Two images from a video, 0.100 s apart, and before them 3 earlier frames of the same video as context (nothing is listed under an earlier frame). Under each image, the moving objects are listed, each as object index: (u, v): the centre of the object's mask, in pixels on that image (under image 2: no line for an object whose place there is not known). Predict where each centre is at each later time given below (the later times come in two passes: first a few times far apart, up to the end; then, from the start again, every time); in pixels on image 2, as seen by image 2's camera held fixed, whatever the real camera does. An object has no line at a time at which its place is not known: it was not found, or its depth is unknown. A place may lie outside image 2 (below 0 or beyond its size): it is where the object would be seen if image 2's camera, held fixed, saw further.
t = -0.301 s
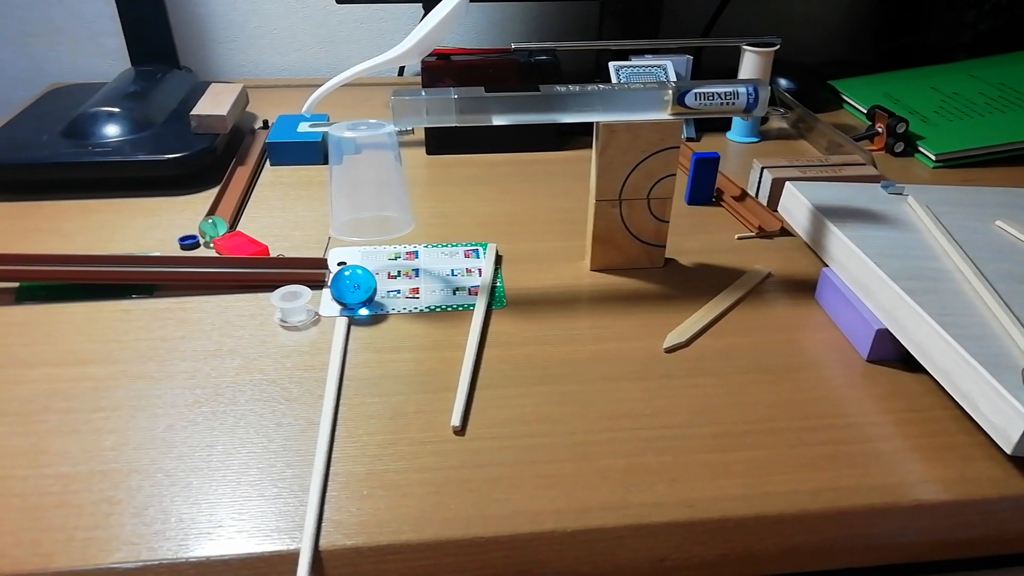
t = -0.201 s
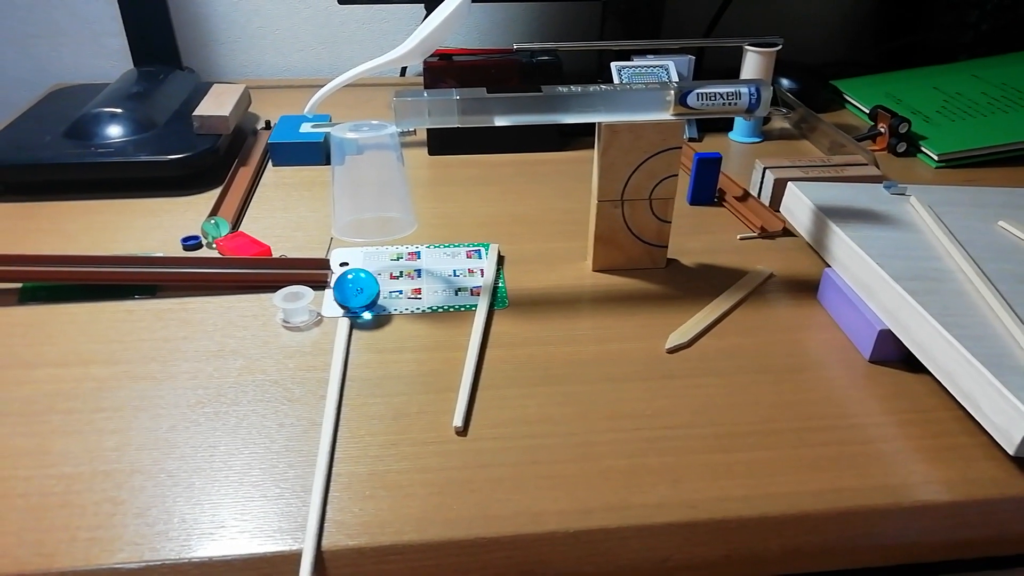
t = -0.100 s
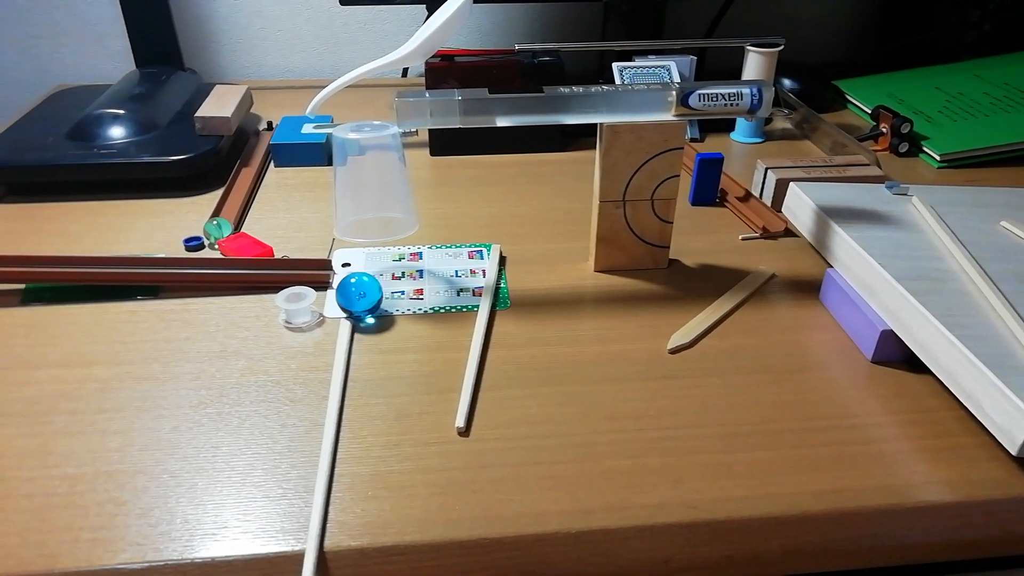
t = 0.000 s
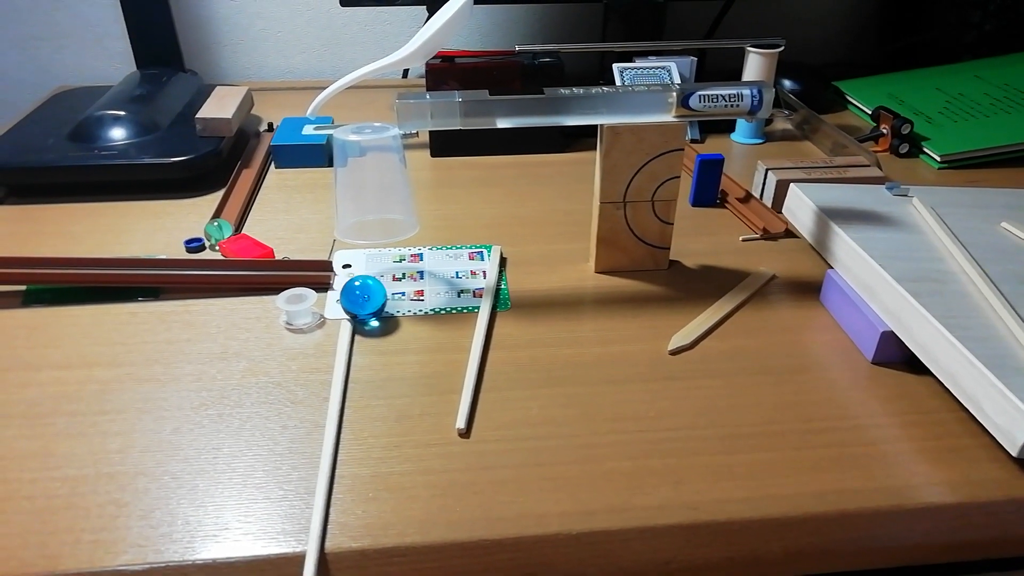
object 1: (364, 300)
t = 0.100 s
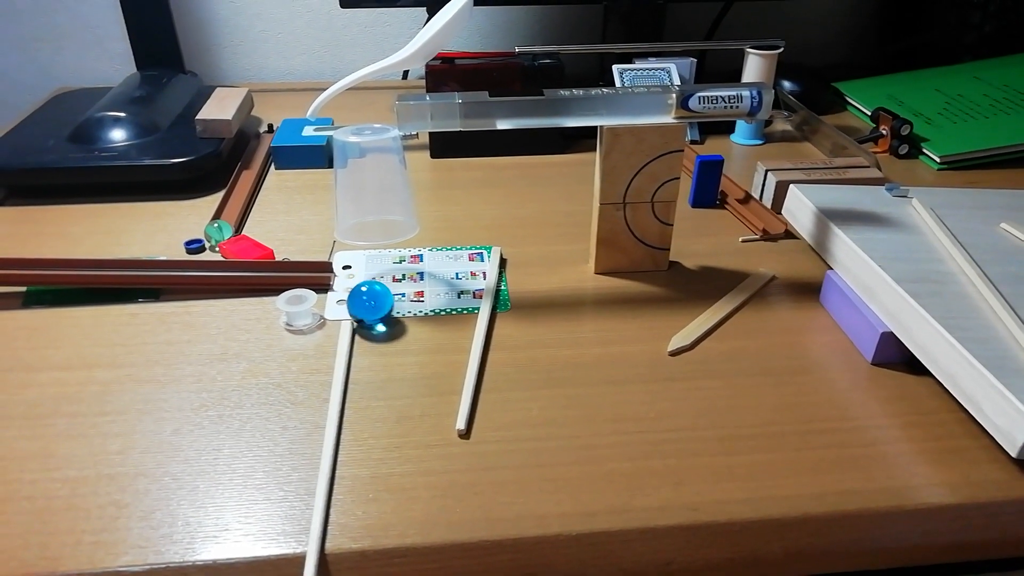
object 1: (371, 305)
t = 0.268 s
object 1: (388, 314)
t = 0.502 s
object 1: (410, 327)
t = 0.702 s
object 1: (431, 341)
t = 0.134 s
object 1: (374, 306)
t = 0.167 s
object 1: (377, 308)
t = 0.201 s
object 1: (381, 310)
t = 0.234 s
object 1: (384, 312)
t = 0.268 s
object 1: (388, 314)
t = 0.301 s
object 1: (391, 316)
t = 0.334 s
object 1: (394, 318)
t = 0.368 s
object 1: (398, 319)
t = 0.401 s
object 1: (401, 322)
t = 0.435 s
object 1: (404, 324)
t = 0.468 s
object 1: (407, 325)
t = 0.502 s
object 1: (410, 327)
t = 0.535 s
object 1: (414, 330)
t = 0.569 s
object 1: (417, 332)
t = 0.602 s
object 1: (420, 334)
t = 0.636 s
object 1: (424, 337)
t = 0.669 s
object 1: (428, 339)
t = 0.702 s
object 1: (431, 341)
